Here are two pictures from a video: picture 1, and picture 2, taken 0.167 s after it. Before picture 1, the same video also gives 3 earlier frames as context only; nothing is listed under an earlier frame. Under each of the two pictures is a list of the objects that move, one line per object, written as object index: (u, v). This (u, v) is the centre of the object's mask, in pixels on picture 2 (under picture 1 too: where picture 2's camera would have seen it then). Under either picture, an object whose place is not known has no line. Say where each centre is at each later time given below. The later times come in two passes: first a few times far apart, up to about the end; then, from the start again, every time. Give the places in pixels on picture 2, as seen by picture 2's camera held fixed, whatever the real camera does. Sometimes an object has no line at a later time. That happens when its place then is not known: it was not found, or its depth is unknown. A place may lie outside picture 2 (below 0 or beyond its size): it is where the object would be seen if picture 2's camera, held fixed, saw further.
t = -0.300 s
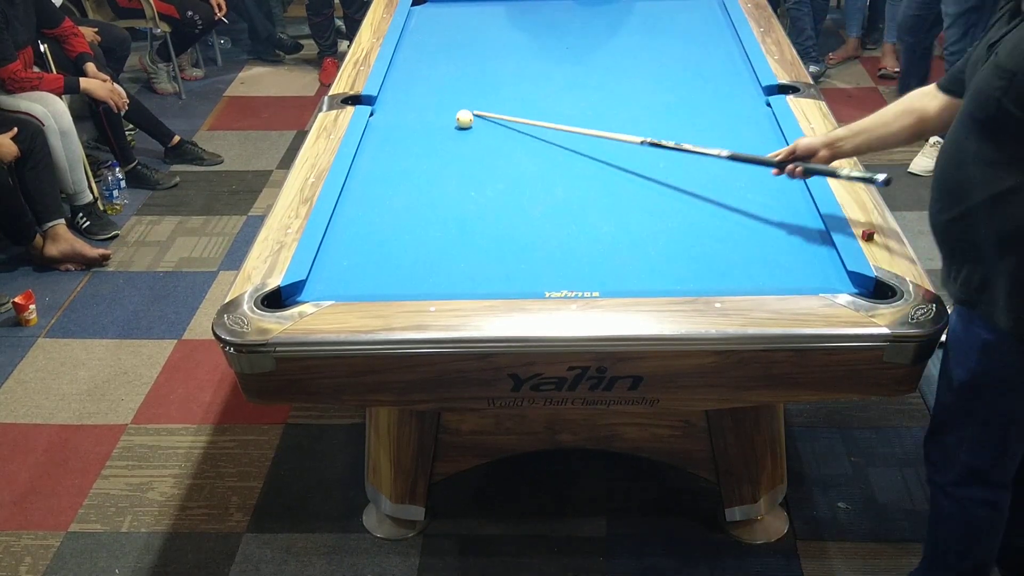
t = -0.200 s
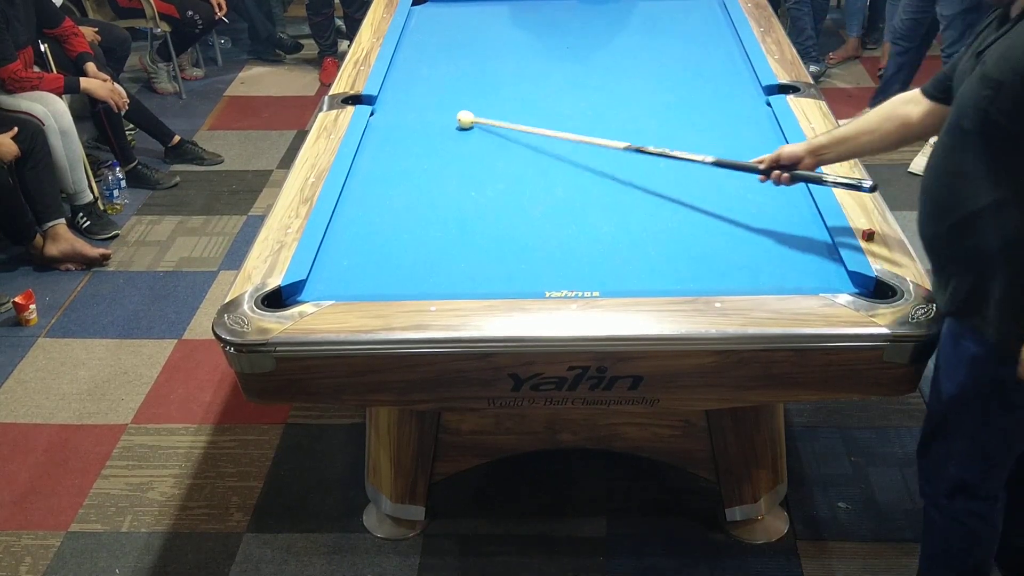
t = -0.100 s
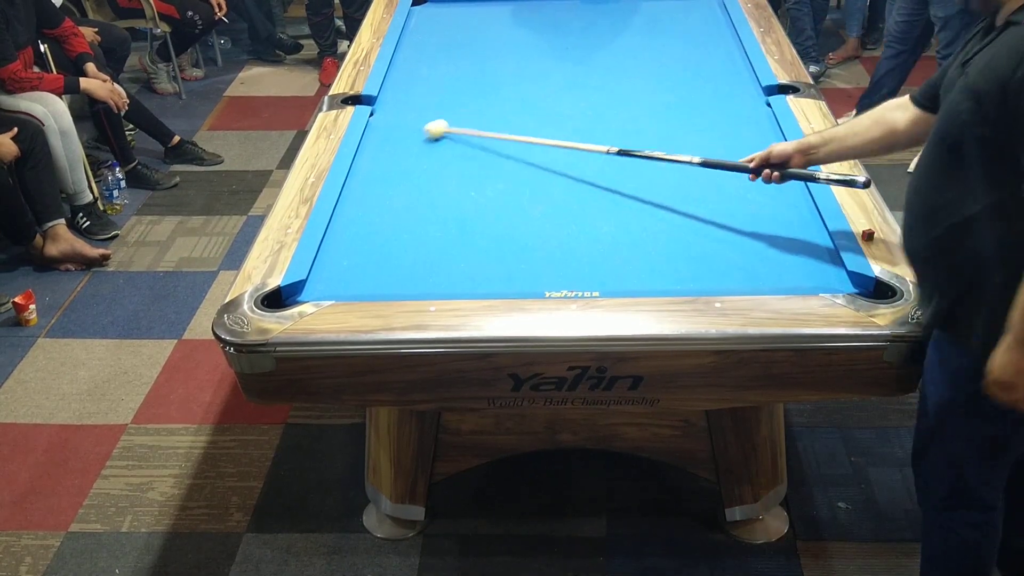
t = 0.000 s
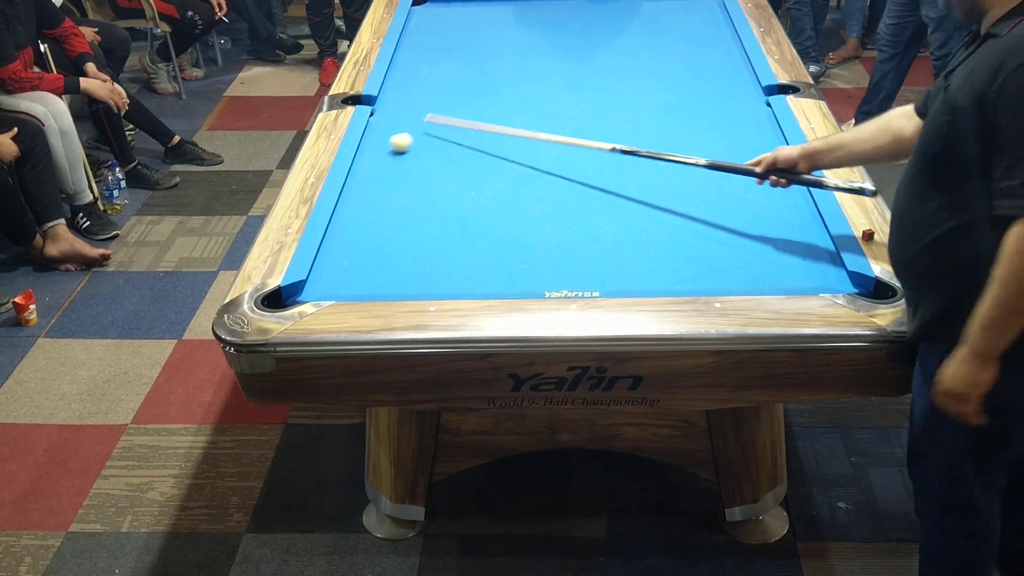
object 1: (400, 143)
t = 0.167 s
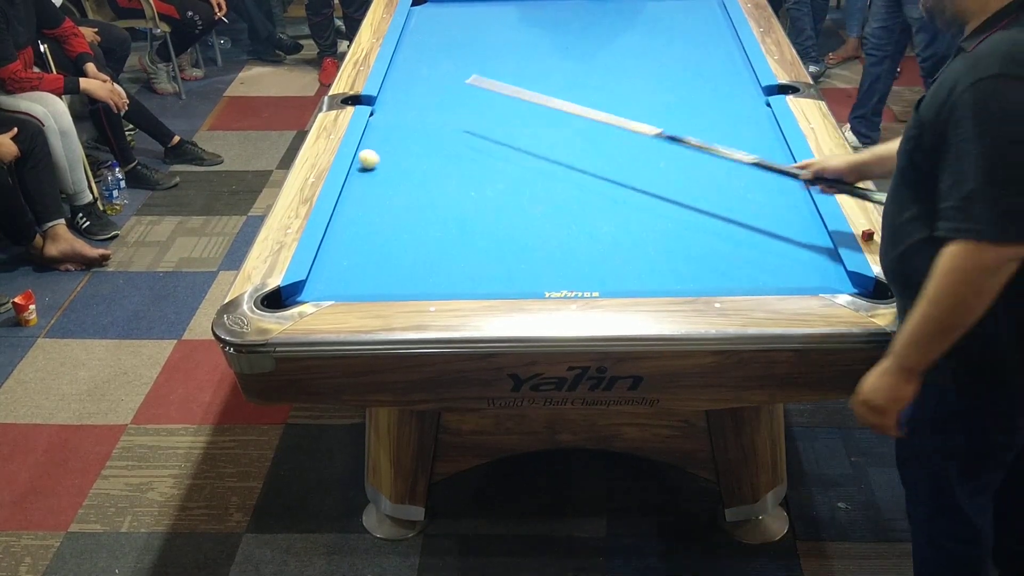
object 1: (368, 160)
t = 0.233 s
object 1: (376, 164)
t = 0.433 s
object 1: (398, 176)
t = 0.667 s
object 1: (424, 191)
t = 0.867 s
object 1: (447, 203)
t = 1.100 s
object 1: (474, 218)
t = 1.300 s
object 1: (497, 231)
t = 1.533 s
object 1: (525, 246)
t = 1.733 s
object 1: (550, 259)
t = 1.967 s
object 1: (578, 274)
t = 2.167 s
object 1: (603, 282)
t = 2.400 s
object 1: (624, 279)
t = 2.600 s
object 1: (640, 272)
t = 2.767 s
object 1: (652, 268)
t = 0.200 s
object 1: (372, 162)
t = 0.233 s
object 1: (376, 164)
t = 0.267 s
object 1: (379, 166)
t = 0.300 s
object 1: (383, 168)
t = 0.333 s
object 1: (387, 170)
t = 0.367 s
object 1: (391, 172)
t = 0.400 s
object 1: (394, 174)
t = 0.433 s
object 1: (398, 176)
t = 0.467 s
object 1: (402, 178)
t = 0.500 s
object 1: (405, 180)
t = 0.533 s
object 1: (409, 182)
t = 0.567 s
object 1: (413, 185)
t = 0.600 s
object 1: (416, 187)
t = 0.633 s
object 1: (420, 189)
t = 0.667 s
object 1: (424, 191)
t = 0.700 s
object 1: (428, 193)
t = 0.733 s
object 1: (431, 195)
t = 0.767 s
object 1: (435, 197)
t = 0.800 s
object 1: (439, 199)
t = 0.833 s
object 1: (443, 201)
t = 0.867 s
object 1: (447, 203)
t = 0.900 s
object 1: (450, 206)
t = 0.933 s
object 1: (454, 208)
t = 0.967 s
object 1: (458, 210)
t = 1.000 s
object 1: (462, 212)
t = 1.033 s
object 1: (466, 214)
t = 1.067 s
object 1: (470, 216)
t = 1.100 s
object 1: (474, 218)
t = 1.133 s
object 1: (477, 220)
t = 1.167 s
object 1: (482, 223)
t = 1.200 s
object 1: (485, 225)
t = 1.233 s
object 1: (489, 227)
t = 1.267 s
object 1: (493, 229)
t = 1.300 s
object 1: (497, 231)
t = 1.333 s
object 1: (501, 233)
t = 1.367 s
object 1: (505, 236)
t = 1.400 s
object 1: (509, 238)
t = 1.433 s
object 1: (513, 240)
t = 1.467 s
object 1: (517, 242)
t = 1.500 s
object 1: (521, 244)
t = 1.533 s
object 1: (525, 246)
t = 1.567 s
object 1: (529, 248)
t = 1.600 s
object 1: (533, 251)
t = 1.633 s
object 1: (537, 253)
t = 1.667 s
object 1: (542, 255)
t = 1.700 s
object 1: (546, 257)
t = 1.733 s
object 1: (550, 259)
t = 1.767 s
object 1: (554, 261)
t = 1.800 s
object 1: (558, 263)
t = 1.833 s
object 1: (562, 266)
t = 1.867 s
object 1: (566, 268)
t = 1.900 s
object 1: (570, 270)
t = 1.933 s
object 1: (574, 272)
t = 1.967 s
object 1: (578, 274)
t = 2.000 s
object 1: (582, 275)
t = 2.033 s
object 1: (587, 277)
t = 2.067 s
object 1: (591, 279)
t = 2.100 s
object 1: (595, 280)
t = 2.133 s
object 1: (599, 281)
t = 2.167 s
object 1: (603, 282)
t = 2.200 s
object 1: (607, 283)
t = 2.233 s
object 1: (609, 282)
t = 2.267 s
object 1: (612, 282)
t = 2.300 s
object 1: (615, 281)
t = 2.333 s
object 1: (618, 280)
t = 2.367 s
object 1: (621, 279)
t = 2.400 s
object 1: (624, 279)
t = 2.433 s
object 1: (627, 278)
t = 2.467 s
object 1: (629, 277)
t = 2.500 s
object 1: (632, 276)
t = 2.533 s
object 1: (635, 275)
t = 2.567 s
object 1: (637, 274)
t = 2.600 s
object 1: (640, 272)
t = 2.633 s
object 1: (642, 272)
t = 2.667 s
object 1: (645, 271)
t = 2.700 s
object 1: (647, 269)
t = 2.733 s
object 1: (650, 269)
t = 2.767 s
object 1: (652, 268)
